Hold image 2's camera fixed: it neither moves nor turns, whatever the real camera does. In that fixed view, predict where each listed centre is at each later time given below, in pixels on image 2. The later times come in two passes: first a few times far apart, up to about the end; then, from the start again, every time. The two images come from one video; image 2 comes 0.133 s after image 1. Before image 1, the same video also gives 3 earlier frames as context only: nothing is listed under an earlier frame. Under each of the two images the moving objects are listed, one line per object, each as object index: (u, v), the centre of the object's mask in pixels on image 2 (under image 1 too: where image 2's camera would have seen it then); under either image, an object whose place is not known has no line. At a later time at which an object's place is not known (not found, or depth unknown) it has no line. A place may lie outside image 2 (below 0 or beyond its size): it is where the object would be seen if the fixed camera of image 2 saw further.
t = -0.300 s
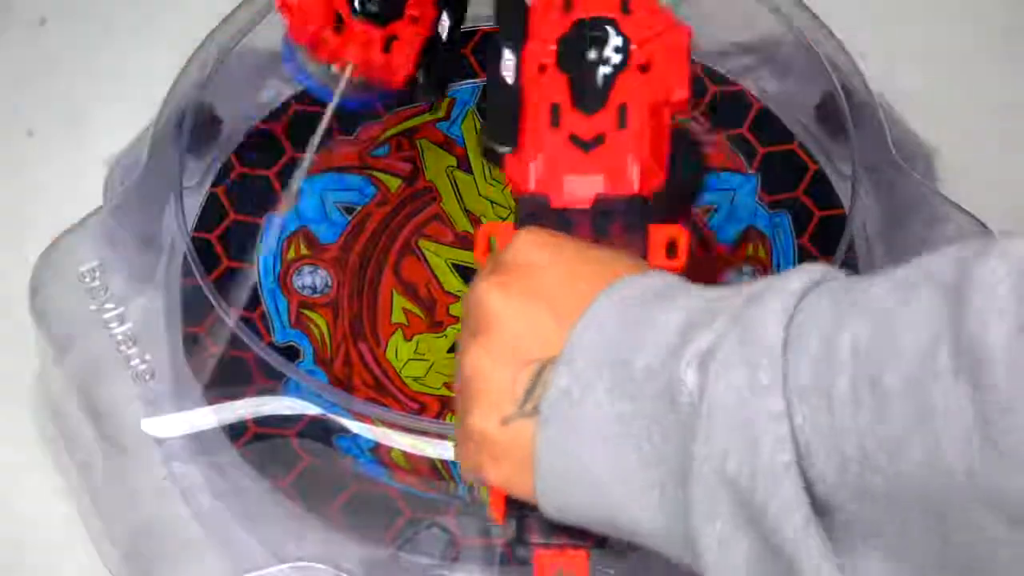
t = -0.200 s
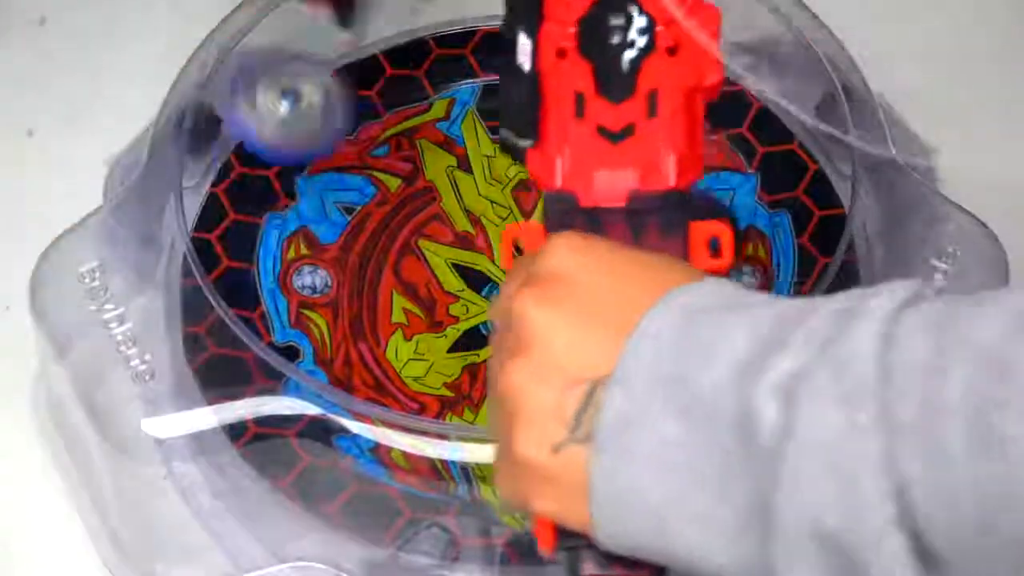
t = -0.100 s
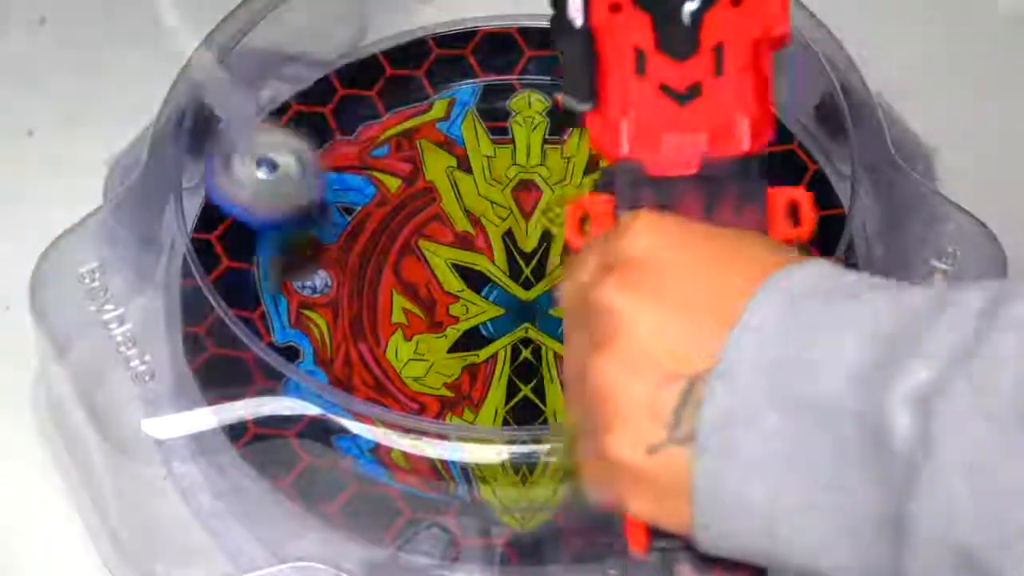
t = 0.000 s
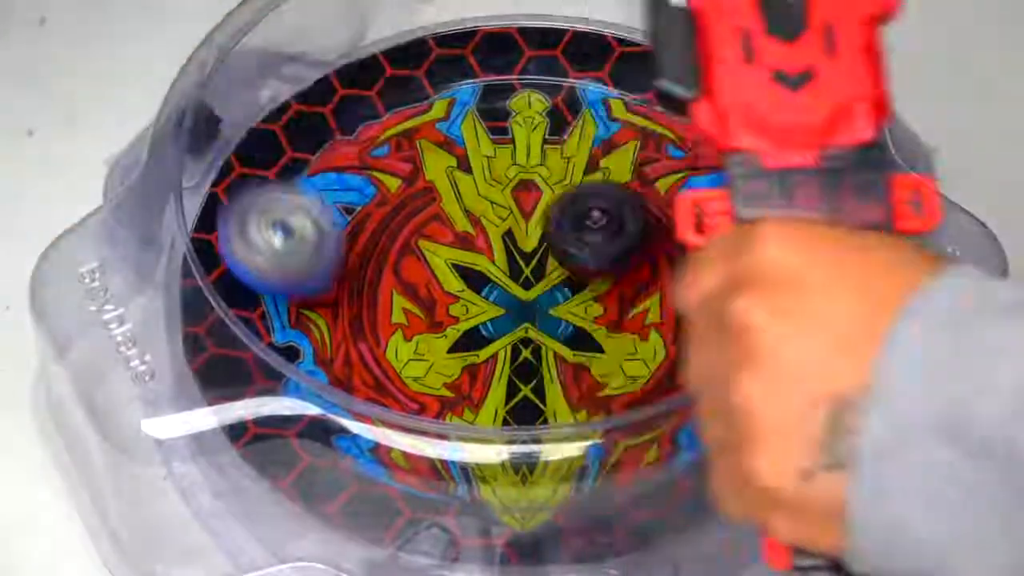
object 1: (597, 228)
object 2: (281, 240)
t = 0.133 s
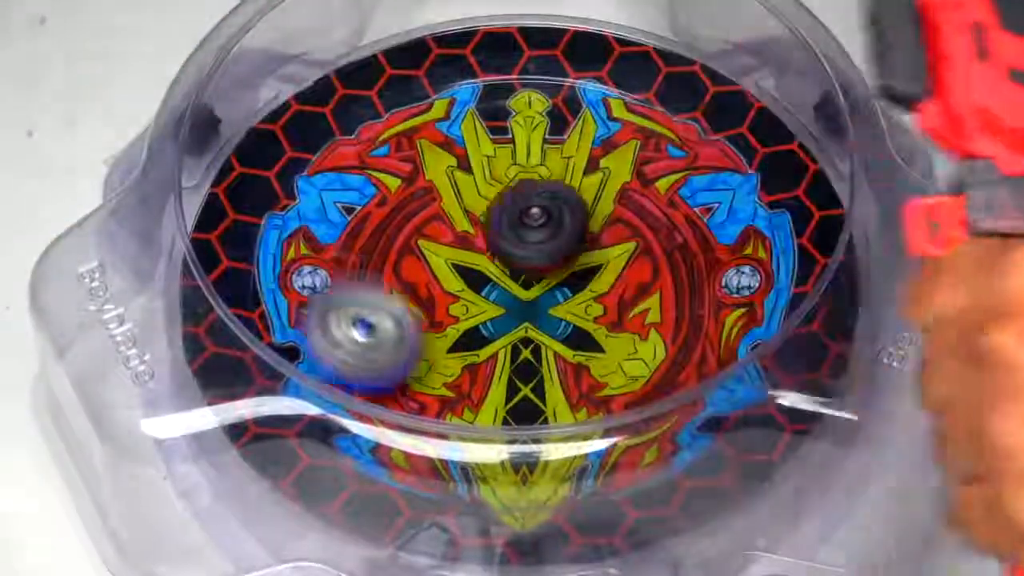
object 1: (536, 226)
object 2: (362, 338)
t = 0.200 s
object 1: (510, 225)
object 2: (428, 366)
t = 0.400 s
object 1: (494, 219)
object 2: (615, 377)
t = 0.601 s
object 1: (556, 220)
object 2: (659, 342)
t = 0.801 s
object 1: (513, 146)
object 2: (680, 406)
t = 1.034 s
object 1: (490, 86)
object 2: (502, 386)
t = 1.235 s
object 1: (511, 112)
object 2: (437, 292)
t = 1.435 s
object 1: (533, 125)
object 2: (550, 334)
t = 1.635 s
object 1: (567, 173)
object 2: (682, 450)
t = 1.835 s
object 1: (520, 318)
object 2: (683, 451)
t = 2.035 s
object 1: (332, 348)
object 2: (708, 410)
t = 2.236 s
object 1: (286, 246)
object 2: (757, 363)
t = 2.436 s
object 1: (423, 185)
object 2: (802, 326)
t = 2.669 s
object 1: (582, 299)
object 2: (754, 299)
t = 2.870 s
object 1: (335, 327)
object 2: (639, 291)
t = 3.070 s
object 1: (306, 247)
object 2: (492, 221)
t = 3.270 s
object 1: (393, 237)
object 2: (510, 127)
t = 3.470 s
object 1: (493, 323)
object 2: (580, 73)
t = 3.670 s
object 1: (503, 381)
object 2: (593, 151)
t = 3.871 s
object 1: (453, 385)
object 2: (529, 223)
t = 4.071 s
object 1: (441, 328)
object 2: (398, 231)
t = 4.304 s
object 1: (576, 305)
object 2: (339, 133)
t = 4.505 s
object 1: (679, 332)
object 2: (435, 187)
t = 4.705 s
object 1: (673, 361)
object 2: (497, 333)
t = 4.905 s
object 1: (586, 355)
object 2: (446, 392)
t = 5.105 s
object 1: (543, 262)
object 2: (351, 367)
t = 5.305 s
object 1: (589, 162)
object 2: (459, 272)
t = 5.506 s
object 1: (659, 130)
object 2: (623, 260)
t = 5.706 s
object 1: (677, 188)
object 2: (713, 299)
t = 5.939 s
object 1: (554, 293)
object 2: (616, 375)
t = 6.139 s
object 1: (392, 226)
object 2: (506, 317)
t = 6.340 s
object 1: (349, 176)
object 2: (555, 191)
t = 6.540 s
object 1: (354, 176)
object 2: (688, 177)
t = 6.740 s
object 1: (390, 211)
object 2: (631, 305)
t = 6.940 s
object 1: (416, 243)
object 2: (494, 348)
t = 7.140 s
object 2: (449, 372)
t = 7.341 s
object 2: (411, 383)
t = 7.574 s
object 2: (386, 376)
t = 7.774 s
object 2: (287, 443)
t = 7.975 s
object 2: (361, 366)
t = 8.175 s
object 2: (401, 331)
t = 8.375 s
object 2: (438, 289)
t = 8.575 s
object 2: (490, 231)
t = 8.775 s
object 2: (492, 199)
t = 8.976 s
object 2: (468, 195)
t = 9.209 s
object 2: (420, 249)
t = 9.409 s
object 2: (414, 302)
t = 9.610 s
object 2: (464, 321)
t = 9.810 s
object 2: (510, 288)
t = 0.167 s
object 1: (524, 226)
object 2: (389, 352)
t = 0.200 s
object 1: (510, 225)
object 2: (428, 366)
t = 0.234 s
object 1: (502, 224)
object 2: (459, 377)
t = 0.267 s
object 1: (495, 221)
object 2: (491, 382)
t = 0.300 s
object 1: (491, 220)
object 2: (531, 384)
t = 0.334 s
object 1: (490, 219)
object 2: (559, 385)
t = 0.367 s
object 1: (491, 219)
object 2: (582, 382)
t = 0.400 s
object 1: (494, 219)
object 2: (615, 377)
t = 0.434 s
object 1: (499, 219)
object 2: (634, 377)
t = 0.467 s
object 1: (504, 218)
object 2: (654, 376)
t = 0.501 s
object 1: (518, 219)
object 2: (664, 366)
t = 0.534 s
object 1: (528, 218)
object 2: (665, 359)
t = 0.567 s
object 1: (538, 219)
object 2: (662, 350)
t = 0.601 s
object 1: (556, 220)
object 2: (659, 342)
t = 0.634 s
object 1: (567, 224)
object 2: (652, 333)
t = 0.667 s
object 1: (578, 229)
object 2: (643, 322)
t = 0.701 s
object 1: (568, 218)
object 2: (652, 333)
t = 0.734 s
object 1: (550, 191)
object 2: (663, 350)
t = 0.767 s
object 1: (533, 169)
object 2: (682, 382)
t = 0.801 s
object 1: (513, 146)
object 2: (680, 406)
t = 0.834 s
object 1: (506, 132)
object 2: (668, 413)
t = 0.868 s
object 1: (498, 120)
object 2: (649, 419)
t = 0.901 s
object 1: (491, 107)
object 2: (620, 422)
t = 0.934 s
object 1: (490, 99)
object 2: (589, 416)
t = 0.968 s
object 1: (489, 92)
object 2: (552, 399)
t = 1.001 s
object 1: (488, 88)
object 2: (526, 394)
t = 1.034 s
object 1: (490, 86)
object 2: (502, 386)
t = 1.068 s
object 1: (492, 86)
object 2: (483, 377)
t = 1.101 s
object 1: (496, 87)
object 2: (458, 356)
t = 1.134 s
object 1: (500, 89)
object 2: (444, 340)
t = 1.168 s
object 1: (504, 94)
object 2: (437, 324)
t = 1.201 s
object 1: (508, 104)
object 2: (433, 306)
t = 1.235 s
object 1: (511, 112)
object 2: (437, 292)
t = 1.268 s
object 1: (511, 124)
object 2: (443, 280)
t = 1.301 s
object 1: (513, 139)
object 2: (460, 268)
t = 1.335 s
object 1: (513, 155)
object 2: (480, 260)
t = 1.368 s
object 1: (520, 150)
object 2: (504, 280)
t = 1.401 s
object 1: (525, 135)
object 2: (525, 310)
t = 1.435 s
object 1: (533, 125)
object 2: (550, 334)
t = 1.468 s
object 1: (541, 120)
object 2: (590, 366)
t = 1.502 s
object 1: (546, 121)
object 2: (621, 390)
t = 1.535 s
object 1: (552, 125)
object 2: (648, 411)
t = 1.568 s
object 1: (559, 138)
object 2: (675, 435)
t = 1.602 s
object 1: (563, 153)
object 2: (678, 437)
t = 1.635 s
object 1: (567, 173)
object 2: (682, 450)
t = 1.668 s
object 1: (569, 203)
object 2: (684, 456)
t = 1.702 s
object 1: (570, 227)
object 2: (685, 458)
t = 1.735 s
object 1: (565, 248)
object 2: (685, 458)
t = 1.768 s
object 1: (554, 279)
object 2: (683, 456)
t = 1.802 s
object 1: (539, 298)
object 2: (682, 453)
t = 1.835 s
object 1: (520, 318)
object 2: (683, 451)
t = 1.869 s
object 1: (489, 342)
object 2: (684, 446)
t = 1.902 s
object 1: (461, 352)
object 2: (687, 441)
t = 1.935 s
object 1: (433, 360)
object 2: (693, 435)
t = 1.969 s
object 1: (389, 363)
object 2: (696, 424)
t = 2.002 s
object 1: (359, 356)
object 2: (703, 417)
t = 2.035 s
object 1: (332, 348)
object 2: (708, 410)
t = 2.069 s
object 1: (308, 334)
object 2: (713, 396)
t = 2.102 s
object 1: (278, 312)
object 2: (719, 393)
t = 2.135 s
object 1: (274, 301)
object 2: (730, 384)
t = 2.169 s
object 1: (271, 279)
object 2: (741, 379)
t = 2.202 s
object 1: (279, 261)
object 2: (749, 372)
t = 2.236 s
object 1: (286, 246)
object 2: (757, 363)
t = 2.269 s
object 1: (305, 222)
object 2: (769, 351)
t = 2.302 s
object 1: (320, 207)
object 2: (776, 346)
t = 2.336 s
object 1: (339, 195)
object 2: (789, 342)
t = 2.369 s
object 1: (368, 185)
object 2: (796, 334)
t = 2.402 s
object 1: (395, 183)
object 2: (800, 330)
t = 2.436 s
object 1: (423, 185)
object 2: (802, 326)
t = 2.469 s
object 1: (462, 192)
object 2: (802, 319)
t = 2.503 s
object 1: (492, 203)
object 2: (798, 312)
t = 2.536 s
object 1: (522, 216)
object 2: (793, 306)
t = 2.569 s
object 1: (558, 238)
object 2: (772, 299)
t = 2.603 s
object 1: (584, 256)
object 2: (757, 299)
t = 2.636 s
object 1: (603, 275)
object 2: (740, 299)
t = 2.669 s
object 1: (582, 299)
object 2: (754, 299)
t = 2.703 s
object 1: (533, 314)
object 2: (765, 294)
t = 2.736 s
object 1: (488, 327)
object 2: (749, 293)
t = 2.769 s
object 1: (431, 335)
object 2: (726, 299)
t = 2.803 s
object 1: (395, 335)
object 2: (702, 297)
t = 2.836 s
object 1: (364, 334)
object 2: (674, 296)
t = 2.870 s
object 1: (335, 327)
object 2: (639, 291)
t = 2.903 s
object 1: (314, 316)
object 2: (609, 284)
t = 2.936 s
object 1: (304, 305)
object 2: (584, 276)
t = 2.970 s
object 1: (291, 290)
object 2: (552, 263)
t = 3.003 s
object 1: (291, 277)
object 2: (530, 251)
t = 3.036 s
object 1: (296, 266)
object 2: (512, 237)
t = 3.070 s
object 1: (306, 247)
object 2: (492, 221)
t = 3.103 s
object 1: (316, 234)
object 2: (480, 208)
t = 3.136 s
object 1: (331, 224)
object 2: (471, 197)
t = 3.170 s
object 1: (357, 213)
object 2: (463, 183)
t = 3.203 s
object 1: (367, 214)
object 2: (472, 164)
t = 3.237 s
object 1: (376, 222)
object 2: (489, 146)
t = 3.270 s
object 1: (393, 237)
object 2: (510, 127)
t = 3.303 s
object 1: (411, 248)
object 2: (523, 114)
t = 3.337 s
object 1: (431, 259)
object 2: (535, 99)
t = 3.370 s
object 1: (451, 280)
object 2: (551, 84)
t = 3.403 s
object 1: (467, 294)
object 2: (561, 75)
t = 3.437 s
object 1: (481, 306)
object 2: (569, 67)
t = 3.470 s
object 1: (493, 323)
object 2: (580, 73)
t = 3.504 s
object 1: (500, 334)
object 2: (585, 82)
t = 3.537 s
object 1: (506, 345)
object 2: (590, 91)
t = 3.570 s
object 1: (510, 357)
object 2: (594, 107)
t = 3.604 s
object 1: (510, 366)
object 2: (596, 119)
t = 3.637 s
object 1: (507, 375)
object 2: (596, 132)
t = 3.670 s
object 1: (503, 381)
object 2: (593, 151)
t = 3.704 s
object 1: (496, 387)
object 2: (589, 165)
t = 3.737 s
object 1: (490, 388)
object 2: (584, 177)
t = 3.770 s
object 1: (482, 390)
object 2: (574, 192)
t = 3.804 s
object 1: (475, 390)
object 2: (562, 204)
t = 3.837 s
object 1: (464, 388)
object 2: (549, 213)
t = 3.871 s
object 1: (453, 385)
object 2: (529, 223)
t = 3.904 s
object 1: (445, 382)
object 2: (512, 230)
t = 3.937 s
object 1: (438, 377)
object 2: (492, 235)
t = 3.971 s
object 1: (431, 366)
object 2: (465, 240)
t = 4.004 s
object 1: (431, 359)
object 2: (442, 240)
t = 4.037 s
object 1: (433, 340)
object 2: (422, 238)
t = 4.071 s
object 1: (441, 328)
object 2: (398, 231)
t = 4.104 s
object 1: (454, 325)
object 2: (379, 217)
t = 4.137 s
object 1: (468, 321)
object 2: (361, 200)
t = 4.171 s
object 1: (490, 315)
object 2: (341, 180)
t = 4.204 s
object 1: (510, 310)
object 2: (328, 166)
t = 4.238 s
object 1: (530, 309)
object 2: (320, 150)
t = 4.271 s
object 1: (557, 305)
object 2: (321, 133)
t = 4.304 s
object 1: (576, 305)
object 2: (339, 133)
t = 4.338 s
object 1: (594, 306)
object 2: (356, 133)
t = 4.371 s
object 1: (620, 309)
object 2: (376, 136)
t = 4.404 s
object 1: (639, 314)
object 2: (388, 140)
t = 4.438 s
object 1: (656, 320)
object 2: (401, 151)
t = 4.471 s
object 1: (670, 328)
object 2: (420, 171)
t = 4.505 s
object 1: (679, 332)
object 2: (435, 187)
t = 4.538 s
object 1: (686, 337)
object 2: (453, 206)
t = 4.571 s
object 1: (691, 344)
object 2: (472, 237)
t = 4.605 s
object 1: (690, 347)
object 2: (483, 261)
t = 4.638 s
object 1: (687, 353)
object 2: (493, 292)
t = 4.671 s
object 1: (680, 357)
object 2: (496, 314)
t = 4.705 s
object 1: (673, 361)
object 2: (497, 333)
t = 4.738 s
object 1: (658, 368)
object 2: (494, 356)
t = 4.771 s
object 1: (643, 370)
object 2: (488, 369)
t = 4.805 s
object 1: (632, 369)
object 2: (480, 378)
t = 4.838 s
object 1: (613, 367)
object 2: (469, 385)
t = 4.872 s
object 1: (599, 364)
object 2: (459, 389)
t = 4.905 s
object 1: (586, 355)
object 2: (446, 392)
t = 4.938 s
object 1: (570, 337)
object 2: (424, 393)
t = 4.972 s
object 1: (563, 326)
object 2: (412, 396)
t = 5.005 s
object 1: (554, 313)
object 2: (396, 393)
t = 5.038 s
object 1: (547, 294)
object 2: (376, 387)
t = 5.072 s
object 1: (543, 278)
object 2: (362, 381)
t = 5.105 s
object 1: (543, 262)
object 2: (351, 367)
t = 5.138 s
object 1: (546, 242)
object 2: (352, 345)
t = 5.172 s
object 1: (549, 225)
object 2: (362, 329)
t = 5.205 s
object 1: (553, 209)
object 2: (378, 310)
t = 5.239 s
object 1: (565, 187)
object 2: (408, 291)
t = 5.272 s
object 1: (574, 174)
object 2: (434, 280)
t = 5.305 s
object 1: (589, 162)
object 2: (459, 272)
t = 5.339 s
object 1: (605, 149)
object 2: (500, 263)
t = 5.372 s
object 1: (618, 142)
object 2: (525, 261)
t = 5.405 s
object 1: (628, 137)
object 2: (551, 259)
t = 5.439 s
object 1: (642, 132)
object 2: (584, 257)
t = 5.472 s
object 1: (651, 129)
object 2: (606, 258)
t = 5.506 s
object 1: (659, 130)
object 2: (623, 260)
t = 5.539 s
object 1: (669, 134)
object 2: (646, 263)
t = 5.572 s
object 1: (676, 139)
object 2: (661, 268)
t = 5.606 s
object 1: (680, 148)
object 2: (672, 275)
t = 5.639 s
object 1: (683, 160)
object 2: (693, 282)
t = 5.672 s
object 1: (680, 174)
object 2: (703, 290)
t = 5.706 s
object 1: (677, 188)
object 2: (713, 299)
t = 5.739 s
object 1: (668, 210)
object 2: (719, 311)
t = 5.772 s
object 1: (660, 224)
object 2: (720, 327)
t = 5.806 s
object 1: (644, 239)
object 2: (714, 342)
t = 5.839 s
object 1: (625, 258)
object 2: (698, 361)
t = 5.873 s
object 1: (607, 273)
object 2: (679, 374)
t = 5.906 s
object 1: (586, 285)
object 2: (654, 379)
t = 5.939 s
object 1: (554, 293)
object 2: (616, 375)
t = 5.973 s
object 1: (526, 294)
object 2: (592, 374)
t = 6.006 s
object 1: (492, 285)
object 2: (575, 377)
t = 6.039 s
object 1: (451, 268)
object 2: (552, 370)
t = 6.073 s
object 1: (430, 255)
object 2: (533, 358)
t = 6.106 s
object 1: (410, 245)
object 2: (520, 343)
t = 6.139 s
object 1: (392, 226)
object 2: (506, 317)
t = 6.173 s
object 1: (381, 215)
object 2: (503, 297)
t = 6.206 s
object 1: (372, 204)
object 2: (503, 277)
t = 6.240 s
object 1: (363, 193)
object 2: (511, 249)
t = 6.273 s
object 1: (359, 187)
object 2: (519, 230)
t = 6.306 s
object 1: (355, 183)
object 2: (532, 213)
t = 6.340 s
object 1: (349, 176)
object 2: (555, 191)
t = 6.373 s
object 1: (347, 175)
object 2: (574, 179)
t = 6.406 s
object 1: (345, 173)
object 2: (594, 168)
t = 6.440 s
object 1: (347, 171)
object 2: (624, 159)
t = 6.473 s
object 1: (347, 170)
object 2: (647, 156)
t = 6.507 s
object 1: (348, 172)
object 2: (665, 162)
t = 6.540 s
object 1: (354, 176)
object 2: (688, 177)
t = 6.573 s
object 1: (357, 178)
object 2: (696, 192)
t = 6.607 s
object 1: (361, 183)
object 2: (699, 215)
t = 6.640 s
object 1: (368, 193)
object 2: (691, 246)
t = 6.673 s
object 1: (373, 196)
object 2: (680, 264)
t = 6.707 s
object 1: (381, 203)
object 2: (660, 283)
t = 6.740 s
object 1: (390, 211)
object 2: (631, 305)
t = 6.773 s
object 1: (400, 220)
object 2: (605, 315)
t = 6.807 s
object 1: (409, 228)
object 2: (578, 323)
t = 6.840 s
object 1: (421, 239)
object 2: (542, 329)
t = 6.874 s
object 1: (434, 249)
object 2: (512, 330)
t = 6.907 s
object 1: (429, 248)
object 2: (503, 338)
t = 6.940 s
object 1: (416, 243)
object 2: (494, 348)
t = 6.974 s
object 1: (410, 242)
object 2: (485, 353)
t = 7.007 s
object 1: (410, 242)
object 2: (476, 354)
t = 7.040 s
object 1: (411, 243)
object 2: (461, 349)
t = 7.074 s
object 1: (416, 248)
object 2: (449, 345)
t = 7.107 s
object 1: (416, 239)
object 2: (450, 357)
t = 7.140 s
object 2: (449, 372)
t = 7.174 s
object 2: (447, 376)
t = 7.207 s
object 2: (445, 380)
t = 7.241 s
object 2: (439, 384)
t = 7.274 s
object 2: (432, 384)
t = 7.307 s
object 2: (424, 384)
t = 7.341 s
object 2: (411, 383)
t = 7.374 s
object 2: (402, 380)
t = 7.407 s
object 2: (396, 374)
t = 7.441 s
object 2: (395, 366)
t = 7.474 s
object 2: (402, 355)
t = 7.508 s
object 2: (413, 343)
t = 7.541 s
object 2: (422, 345)
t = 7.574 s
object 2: (386, 376)
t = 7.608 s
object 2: (349, 418)
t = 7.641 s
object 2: (319, 462)
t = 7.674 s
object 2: (308, 463)
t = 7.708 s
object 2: (302, 459)
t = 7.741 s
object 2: (294, 450)
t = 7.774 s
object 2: (287, 443)
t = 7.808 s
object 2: (292, 418)
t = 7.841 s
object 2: (300, 407)
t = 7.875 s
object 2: (309, 400)
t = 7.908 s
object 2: (322, 392)
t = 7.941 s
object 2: (341, 375)
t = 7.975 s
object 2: (361, 366)
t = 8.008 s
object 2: (376, 354)
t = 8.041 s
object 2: (400, 344)
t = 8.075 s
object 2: (420, 330)
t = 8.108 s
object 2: (417, 328)
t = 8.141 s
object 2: (407, 327)
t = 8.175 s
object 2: (401, 331)
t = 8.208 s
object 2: (397, 328)
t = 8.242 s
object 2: (404, 326)
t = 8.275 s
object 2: (410, 321)
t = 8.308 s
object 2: (422, 311)
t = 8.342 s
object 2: (431, 301)
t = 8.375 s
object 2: (438, 289)
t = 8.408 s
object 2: (451, 278)
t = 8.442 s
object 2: (456, 266)
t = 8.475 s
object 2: (464, 258)
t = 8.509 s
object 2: (477, 246)
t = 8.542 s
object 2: (483, 237)
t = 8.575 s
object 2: (490, 231)
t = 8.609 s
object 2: (498, 220)
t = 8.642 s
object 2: (501, 214)
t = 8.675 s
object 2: (502, 212)
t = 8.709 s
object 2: (497, 205)
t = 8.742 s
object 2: (494, 202)
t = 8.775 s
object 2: (492, 199)
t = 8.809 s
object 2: (485, 191)
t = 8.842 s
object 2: (481, 188)
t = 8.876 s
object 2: (479, 188)
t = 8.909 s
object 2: (478, 189)
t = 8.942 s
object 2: (474, 191)
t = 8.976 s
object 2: (468, 195)
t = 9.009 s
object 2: (463, 203)
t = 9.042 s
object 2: (456, 209)
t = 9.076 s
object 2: (447, 217)
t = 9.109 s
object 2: (439, 225)
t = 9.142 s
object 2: (433, 232)
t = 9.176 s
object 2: (428, 238)
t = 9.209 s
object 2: (420, 249)
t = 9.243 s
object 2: (412, 255)
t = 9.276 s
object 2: (409, 265)
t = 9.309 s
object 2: (408, 274)
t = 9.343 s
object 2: (407, 285)
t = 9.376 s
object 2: (410, 292)
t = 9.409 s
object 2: (414, 302)
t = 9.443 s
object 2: (414, 306)
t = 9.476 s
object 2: (417, 310)
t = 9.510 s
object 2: (427, 315)
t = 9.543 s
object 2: (437, 318)
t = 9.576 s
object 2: (449, 320)
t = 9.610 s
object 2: (464, 321)
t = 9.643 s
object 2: (473, 319)
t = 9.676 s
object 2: (482, 318)
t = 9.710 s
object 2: (491, 309)
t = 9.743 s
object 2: (496, 305)
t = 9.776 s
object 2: (503, 297)
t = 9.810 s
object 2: (510, 288)
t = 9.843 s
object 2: (514, 282)
